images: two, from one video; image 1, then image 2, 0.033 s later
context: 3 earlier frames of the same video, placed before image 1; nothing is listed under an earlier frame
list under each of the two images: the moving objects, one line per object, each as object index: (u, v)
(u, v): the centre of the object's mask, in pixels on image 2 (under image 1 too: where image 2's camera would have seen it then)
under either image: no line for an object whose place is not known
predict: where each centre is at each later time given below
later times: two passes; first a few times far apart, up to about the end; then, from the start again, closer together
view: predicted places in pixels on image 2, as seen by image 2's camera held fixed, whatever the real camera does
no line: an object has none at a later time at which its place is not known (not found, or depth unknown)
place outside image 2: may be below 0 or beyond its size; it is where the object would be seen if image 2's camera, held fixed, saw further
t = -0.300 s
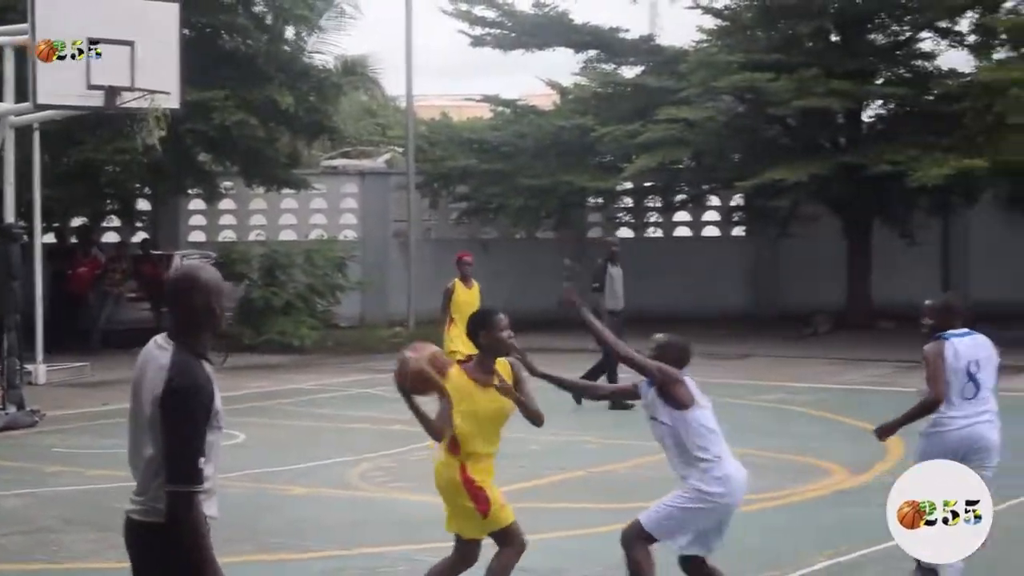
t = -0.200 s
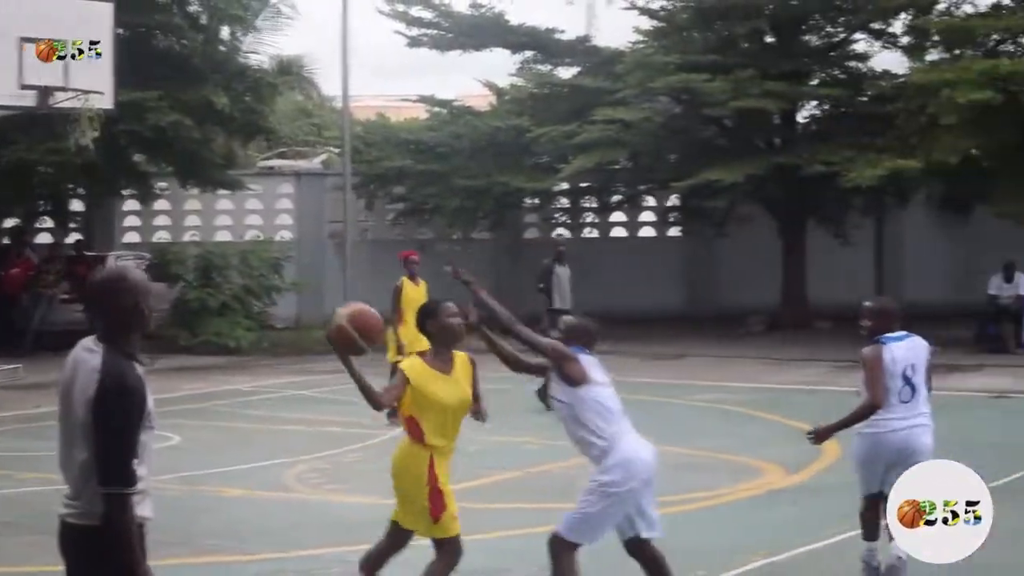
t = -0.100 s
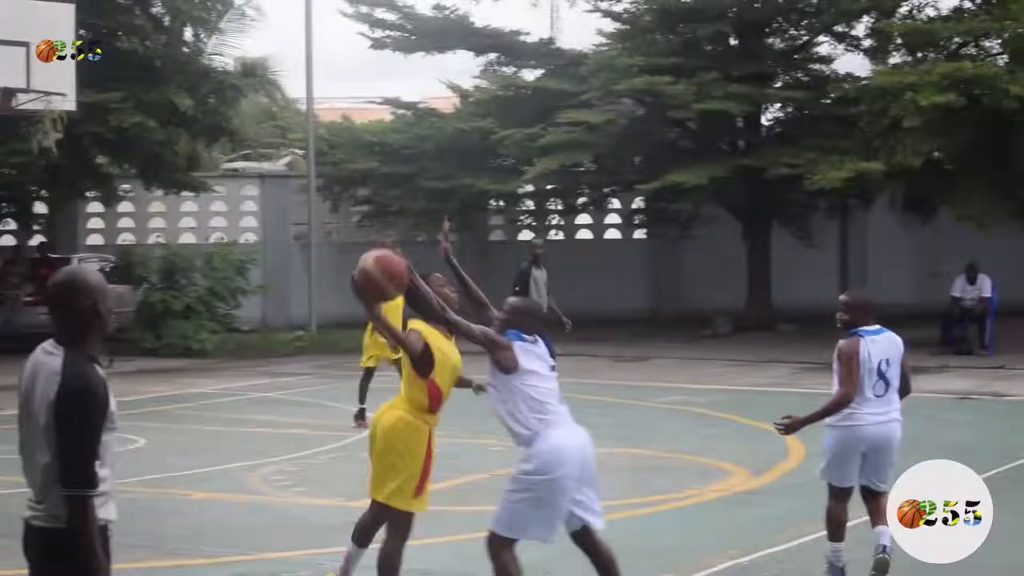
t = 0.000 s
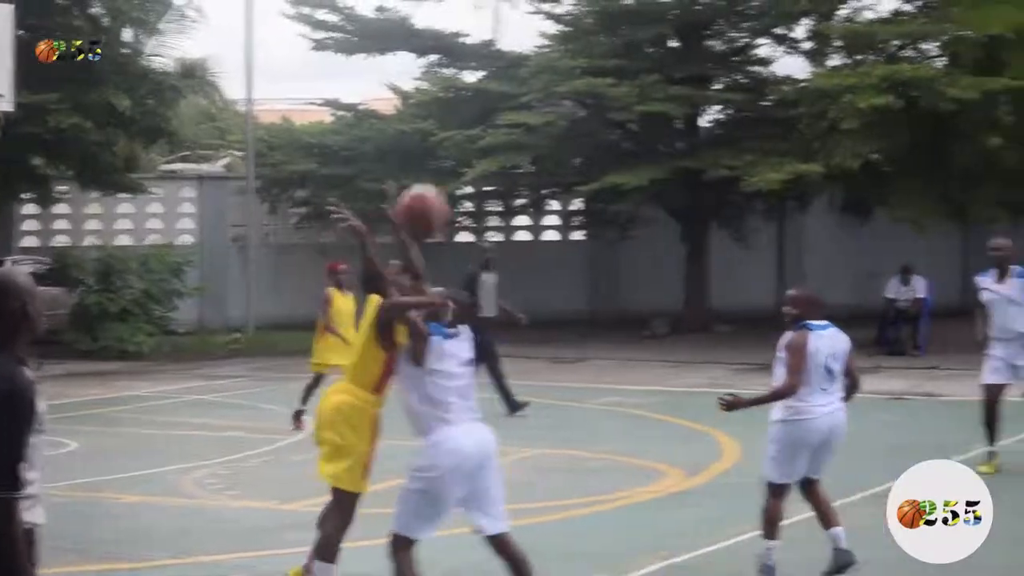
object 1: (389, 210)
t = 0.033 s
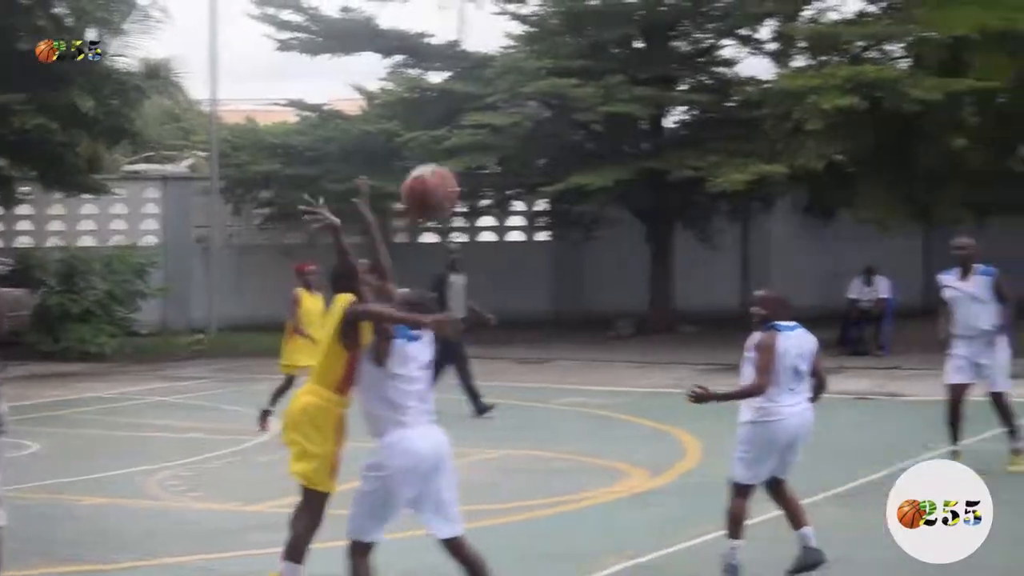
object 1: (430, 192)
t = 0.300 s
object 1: (807, 113)
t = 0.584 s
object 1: (1295, 232)
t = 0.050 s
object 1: (451, 184)
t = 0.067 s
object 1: (475, 177)
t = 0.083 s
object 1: (497, 171)
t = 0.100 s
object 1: (518, 161)
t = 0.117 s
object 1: (541, 156)
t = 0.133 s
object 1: (563, 148)
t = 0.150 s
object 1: (588, 142)
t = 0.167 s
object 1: (610, 135)
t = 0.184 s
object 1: (634, 132)
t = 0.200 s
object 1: (659, 126)
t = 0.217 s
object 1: (684, 122)
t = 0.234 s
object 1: (708, 118)
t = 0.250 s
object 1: (733, 116)
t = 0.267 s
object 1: (759, 115)
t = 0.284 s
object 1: (785, 114)
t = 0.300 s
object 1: (807, 113)
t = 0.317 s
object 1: (831, 112)
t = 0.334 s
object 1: (856, 111)
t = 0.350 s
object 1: (882, 114)
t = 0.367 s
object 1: (907, 119)
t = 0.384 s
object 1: (934, 121)
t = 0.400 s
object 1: (960, 124)
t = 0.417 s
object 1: (988, 129)
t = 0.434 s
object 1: (1016, 136)
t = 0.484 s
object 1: (1109, 158)
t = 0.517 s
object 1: (1170, 180)
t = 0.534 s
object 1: (1202, 191)
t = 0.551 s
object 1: (1232, 203)
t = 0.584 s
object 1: (1295, 232)
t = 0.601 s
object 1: (1331, 246)
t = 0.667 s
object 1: (1471, 324)
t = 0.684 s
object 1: (1507, 346)
